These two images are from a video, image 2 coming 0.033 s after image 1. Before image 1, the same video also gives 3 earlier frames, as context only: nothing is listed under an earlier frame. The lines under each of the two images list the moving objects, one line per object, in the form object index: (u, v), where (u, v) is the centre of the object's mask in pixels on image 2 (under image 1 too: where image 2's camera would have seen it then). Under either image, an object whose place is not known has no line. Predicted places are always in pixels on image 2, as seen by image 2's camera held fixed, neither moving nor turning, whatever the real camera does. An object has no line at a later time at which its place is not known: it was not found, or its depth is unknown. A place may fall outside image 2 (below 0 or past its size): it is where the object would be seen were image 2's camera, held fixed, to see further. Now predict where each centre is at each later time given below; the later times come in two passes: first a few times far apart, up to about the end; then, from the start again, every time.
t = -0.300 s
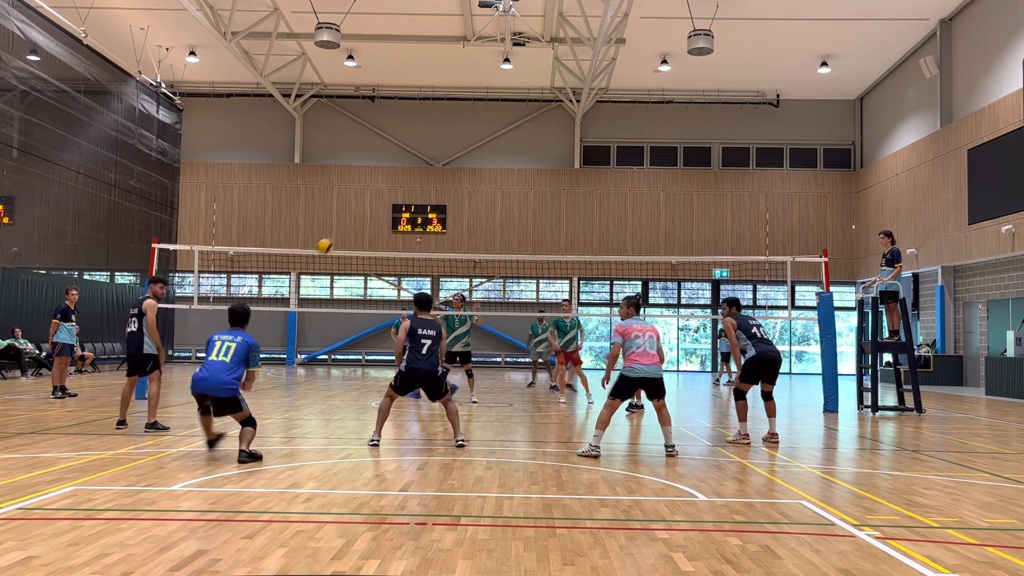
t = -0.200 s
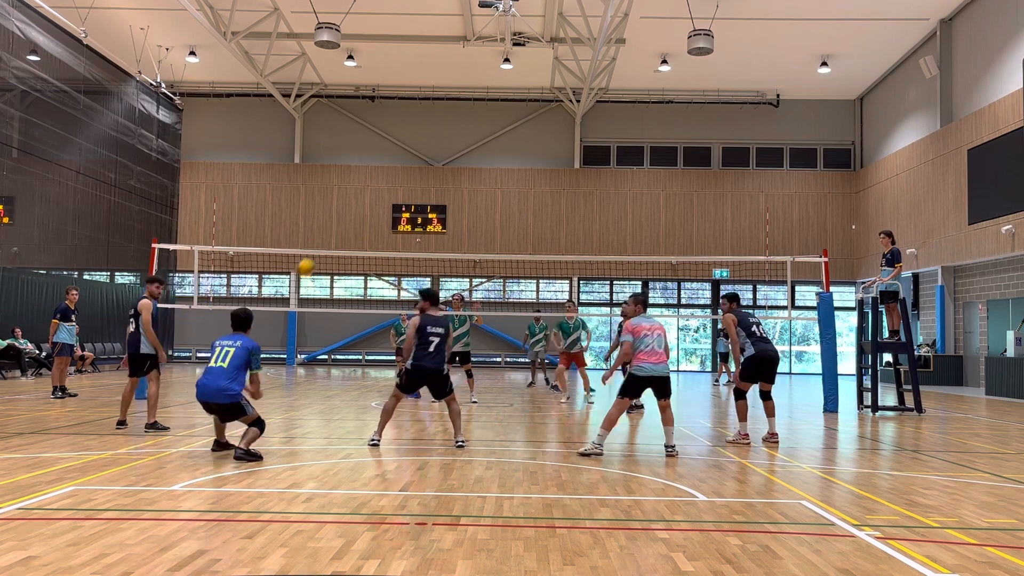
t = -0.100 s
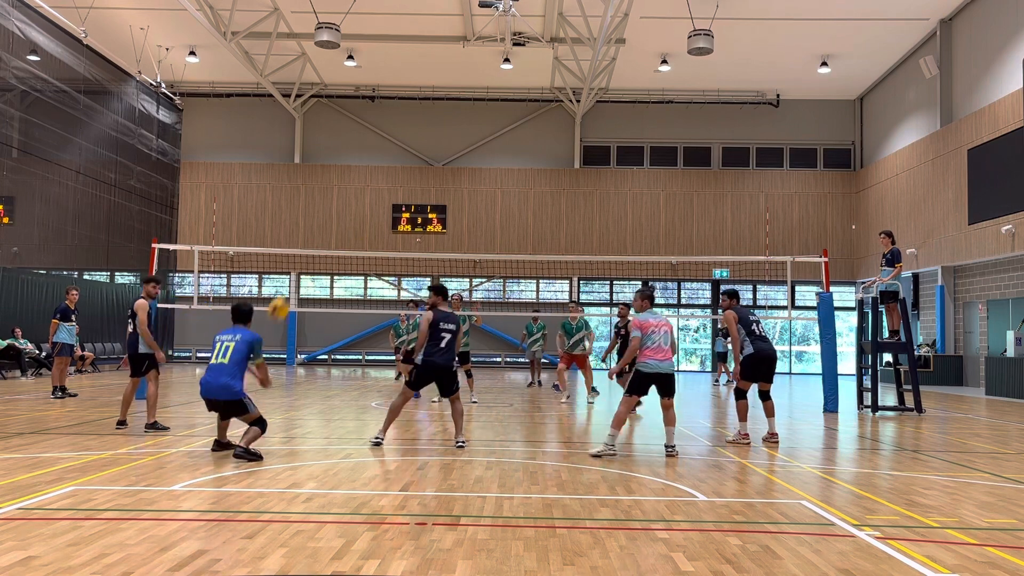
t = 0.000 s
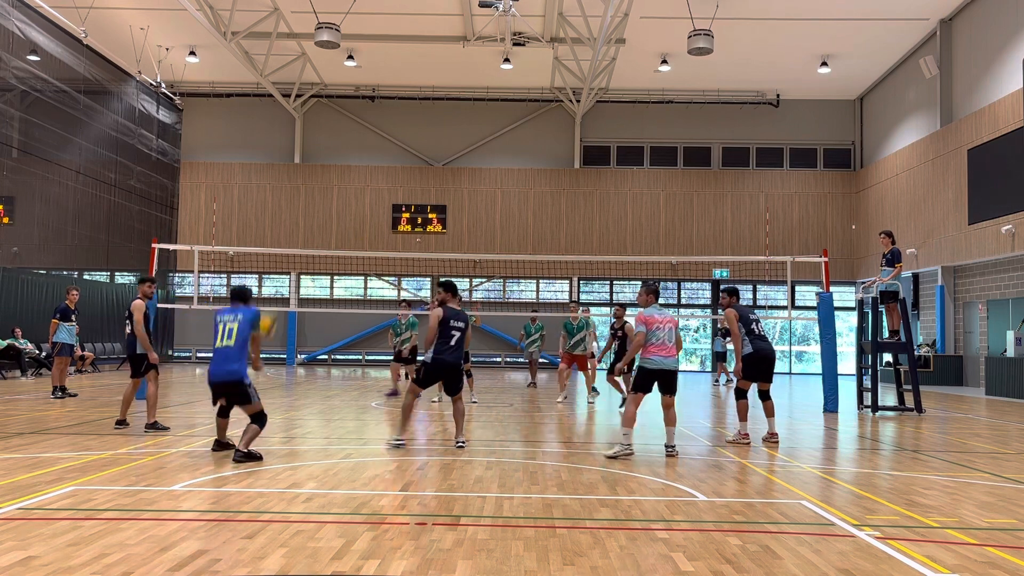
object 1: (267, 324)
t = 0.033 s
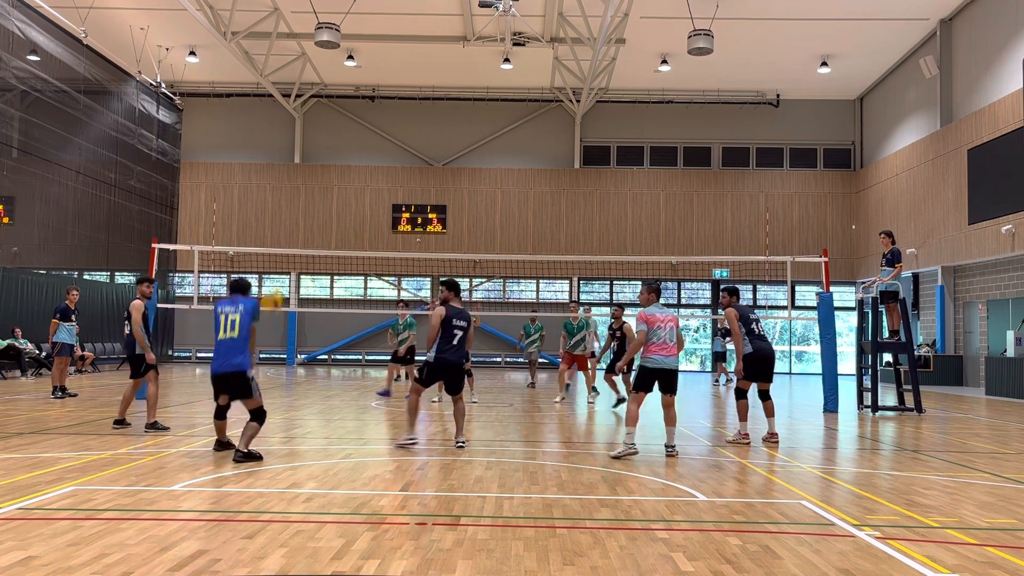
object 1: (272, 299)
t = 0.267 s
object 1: (323, 166)
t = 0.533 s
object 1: (370, 99)
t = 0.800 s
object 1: (409, 96)
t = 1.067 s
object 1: (441, 147)
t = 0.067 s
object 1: (282, 272)
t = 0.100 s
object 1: (288, 252)
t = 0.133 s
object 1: (297, 230)
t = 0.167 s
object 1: (303, 212)
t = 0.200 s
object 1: (310, 196)
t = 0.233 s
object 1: (317, 180)
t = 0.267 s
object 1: (323, 166)
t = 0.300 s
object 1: (330, 154)
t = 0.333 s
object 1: (336, 143)
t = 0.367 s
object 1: (342, 133)
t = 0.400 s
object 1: (348, 123)
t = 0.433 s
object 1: (354, 116)
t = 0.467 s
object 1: (360, 109)
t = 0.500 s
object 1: (365, 104)
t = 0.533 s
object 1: (370, 99)
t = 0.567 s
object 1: (375, 96)
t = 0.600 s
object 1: (380, 93)
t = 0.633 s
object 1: (385, 92)
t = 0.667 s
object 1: (390, 91)
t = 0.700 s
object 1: (395, 91)
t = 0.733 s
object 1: (400, 92)
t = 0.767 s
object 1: (404, 94)
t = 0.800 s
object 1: (409, 96)
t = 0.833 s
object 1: (413, 100)
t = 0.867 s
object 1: (417, 104)
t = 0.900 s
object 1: (421, 110)
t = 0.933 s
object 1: (425, 116)
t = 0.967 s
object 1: (430, 123)
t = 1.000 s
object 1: (434, 130)
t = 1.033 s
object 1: (437, 138)
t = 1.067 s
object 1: (441, 147)
